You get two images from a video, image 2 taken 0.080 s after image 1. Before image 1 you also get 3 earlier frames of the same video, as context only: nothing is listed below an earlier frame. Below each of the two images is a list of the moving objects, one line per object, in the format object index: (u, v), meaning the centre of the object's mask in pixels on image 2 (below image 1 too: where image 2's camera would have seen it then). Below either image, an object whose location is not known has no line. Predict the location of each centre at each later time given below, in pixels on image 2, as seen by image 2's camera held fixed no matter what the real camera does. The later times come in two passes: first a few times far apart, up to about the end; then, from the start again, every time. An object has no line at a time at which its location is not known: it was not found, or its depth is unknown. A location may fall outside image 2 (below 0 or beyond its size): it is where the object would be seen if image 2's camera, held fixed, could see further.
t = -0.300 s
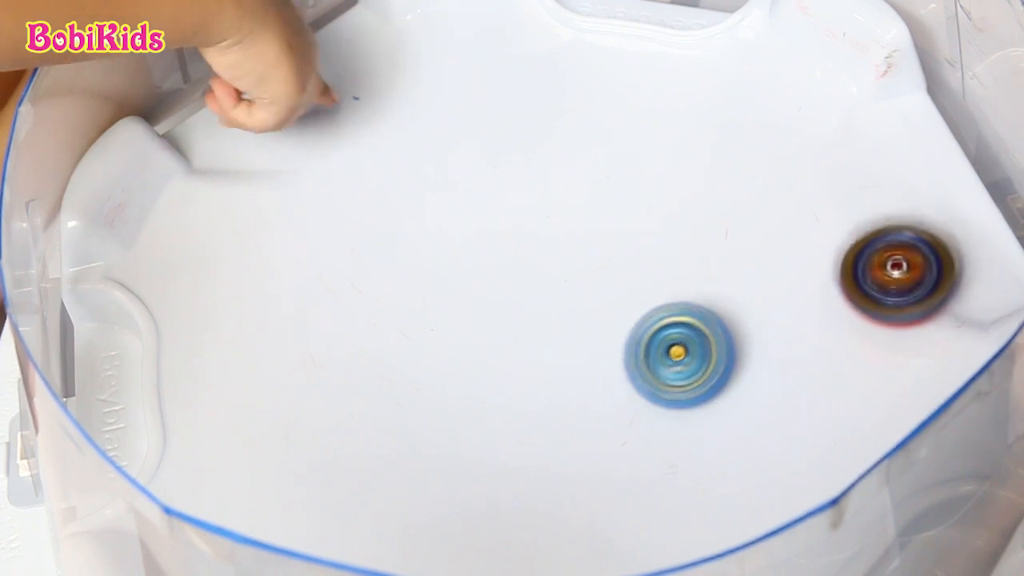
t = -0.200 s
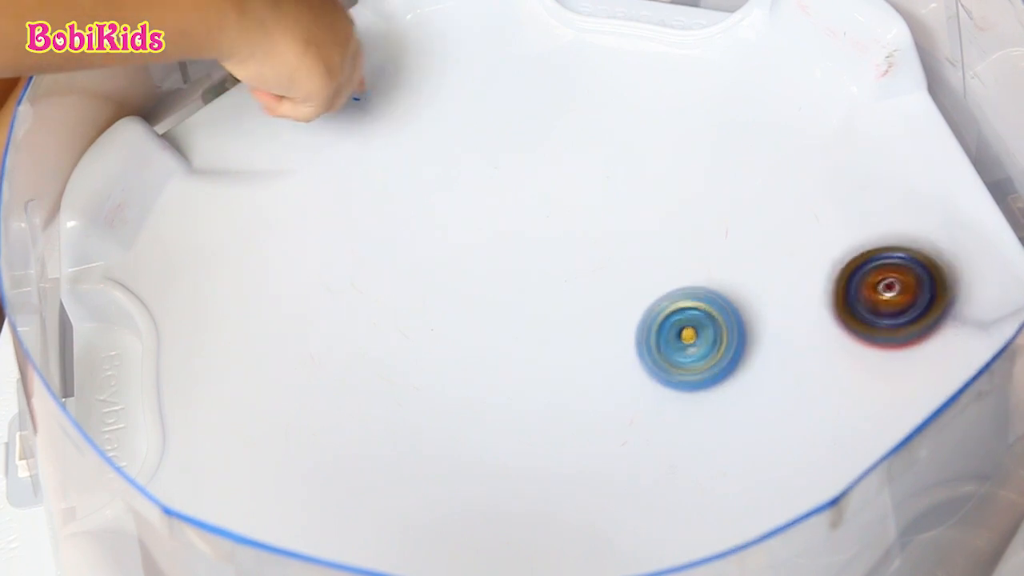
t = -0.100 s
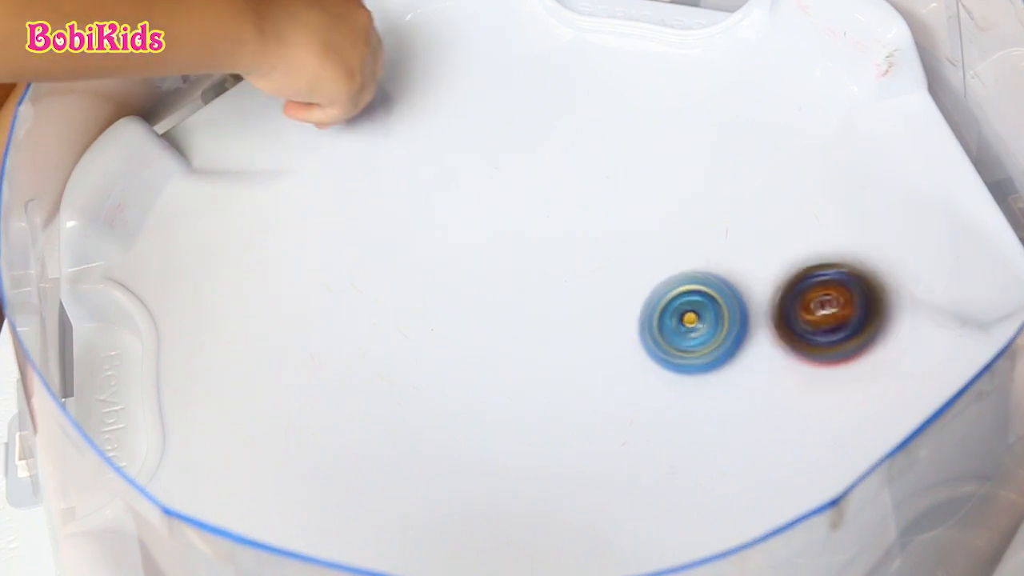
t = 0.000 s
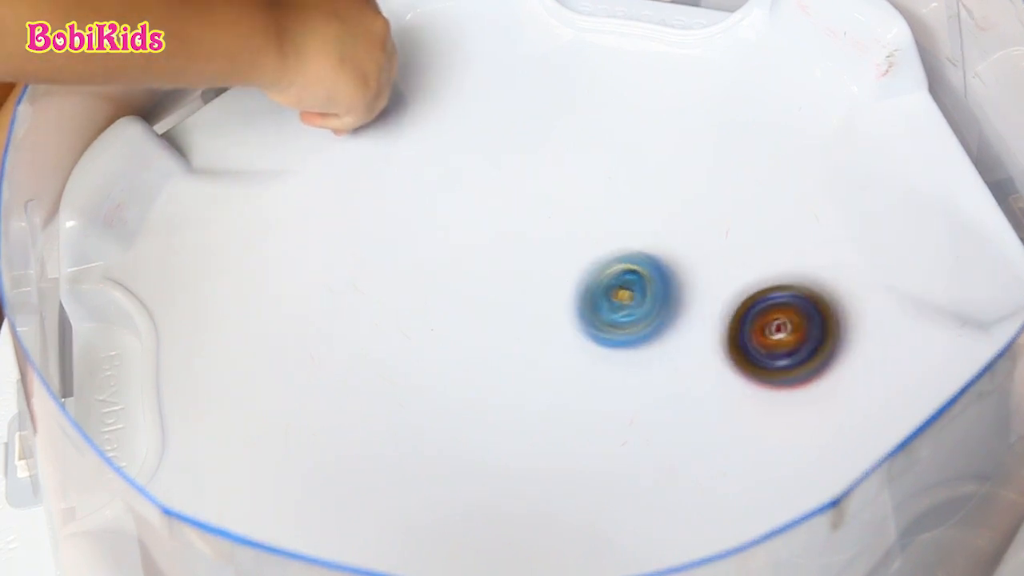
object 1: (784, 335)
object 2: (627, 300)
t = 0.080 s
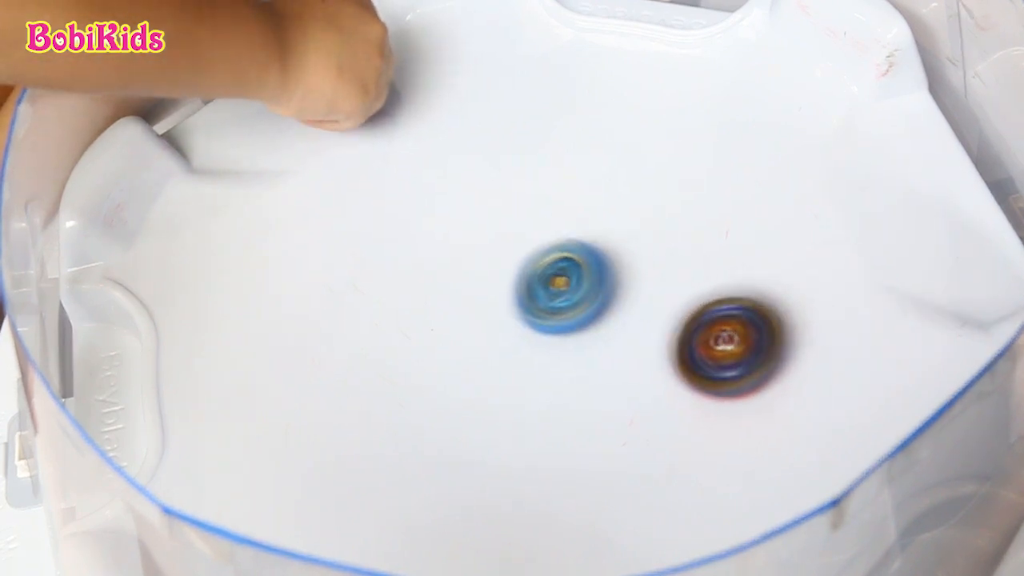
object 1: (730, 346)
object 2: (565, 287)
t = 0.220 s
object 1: (607, 332)
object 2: (491, 311)
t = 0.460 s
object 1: (652, 368)
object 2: (245, 282)
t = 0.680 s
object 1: (607, 342)
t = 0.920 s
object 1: (523, 305)
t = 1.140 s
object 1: (500, 308)
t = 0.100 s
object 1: (714, 348)
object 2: (551, 286)
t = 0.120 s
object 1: (697, 347)
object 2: (538, 286)
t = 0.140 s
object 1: (680, 345)
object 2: (526, 289)
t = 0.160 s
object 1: (661, 342)
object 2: (516, 292)
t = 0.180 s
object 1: (642, 341)
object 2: (506, 297)
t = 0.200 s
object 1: (624, 336)
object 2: (498, 303)
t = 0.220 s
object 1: (607, 332)
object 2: (491, 311)
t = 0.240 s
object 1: (592, 330)
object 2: (483, 317)
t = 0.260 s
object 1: (592, 327)
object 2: (462, 319)
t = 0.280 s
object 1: (593, 324)
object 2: (440, 320)
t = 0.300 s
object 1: (597, 312)
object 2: (419, 322)
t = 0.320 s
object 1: (603, 305)
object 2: (401, 322)
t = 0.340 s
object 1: (610, 302)
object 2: (374, 315)
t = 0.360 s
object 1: (617, 302)
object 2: (346, 308)
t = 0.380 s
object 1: (624, 306)
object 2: (320, 300)
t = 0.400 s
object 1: (631, 316)
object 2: (300, 294)
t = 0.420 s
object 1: (639, 329)
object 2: (280, 288)
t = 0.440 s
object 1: (647, 347)
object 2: (261, 284)
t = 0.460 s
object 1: (652, 368)
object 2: (245, 282)
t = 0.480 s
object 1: (654, 368)
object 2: (231, 281)
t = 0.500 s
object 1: (654, 368)
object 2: (220, 281)
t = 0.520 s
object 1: (654, 369)
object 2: (210, 284)
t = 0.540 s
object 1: (652, 368)
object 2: (202, 288)
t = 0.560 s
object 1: (648, 365)
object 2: (196, 293)
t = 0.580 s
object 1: (643, 362)
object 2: (192, 300)
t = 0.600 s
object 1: (638, 358)
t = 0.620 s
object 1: (630, 354)
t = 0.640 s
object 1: (623, 349)
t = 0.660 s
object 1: (616, 346)
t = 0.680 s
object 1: (607, 342)
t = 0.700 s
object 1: (600, 338)
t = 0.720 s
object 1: (592, 333)
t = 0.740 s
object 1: (583, 329)
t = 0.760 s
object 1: (576, 325)
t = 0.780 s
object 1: (569, 321)
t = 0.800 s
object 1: (562, 318)
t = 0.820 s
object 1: (555, 315)
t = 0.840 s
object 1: (548, 312)
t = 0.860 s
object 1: (541, 309)
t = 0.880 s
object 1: (535, 307)
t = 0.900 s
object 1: (529, 306)
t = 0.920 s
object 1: (523, 305)
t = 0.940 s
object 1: (519, 303)
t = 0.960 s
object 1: (514, 303)
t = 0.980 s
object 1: (511, 303)
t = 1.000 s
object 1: (507, 303)
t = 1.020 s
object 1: (505, 303)
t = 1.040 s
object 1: (503, 303)
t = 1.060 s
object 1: (502, 304)
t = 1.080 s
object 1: (500, 305)
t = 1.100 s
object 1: (500, 306)
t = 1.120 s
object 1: (500, 307)
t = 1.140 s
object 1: (500, 308)
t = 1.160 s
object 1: (500, 310)
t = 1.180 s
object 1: (502, 311)
